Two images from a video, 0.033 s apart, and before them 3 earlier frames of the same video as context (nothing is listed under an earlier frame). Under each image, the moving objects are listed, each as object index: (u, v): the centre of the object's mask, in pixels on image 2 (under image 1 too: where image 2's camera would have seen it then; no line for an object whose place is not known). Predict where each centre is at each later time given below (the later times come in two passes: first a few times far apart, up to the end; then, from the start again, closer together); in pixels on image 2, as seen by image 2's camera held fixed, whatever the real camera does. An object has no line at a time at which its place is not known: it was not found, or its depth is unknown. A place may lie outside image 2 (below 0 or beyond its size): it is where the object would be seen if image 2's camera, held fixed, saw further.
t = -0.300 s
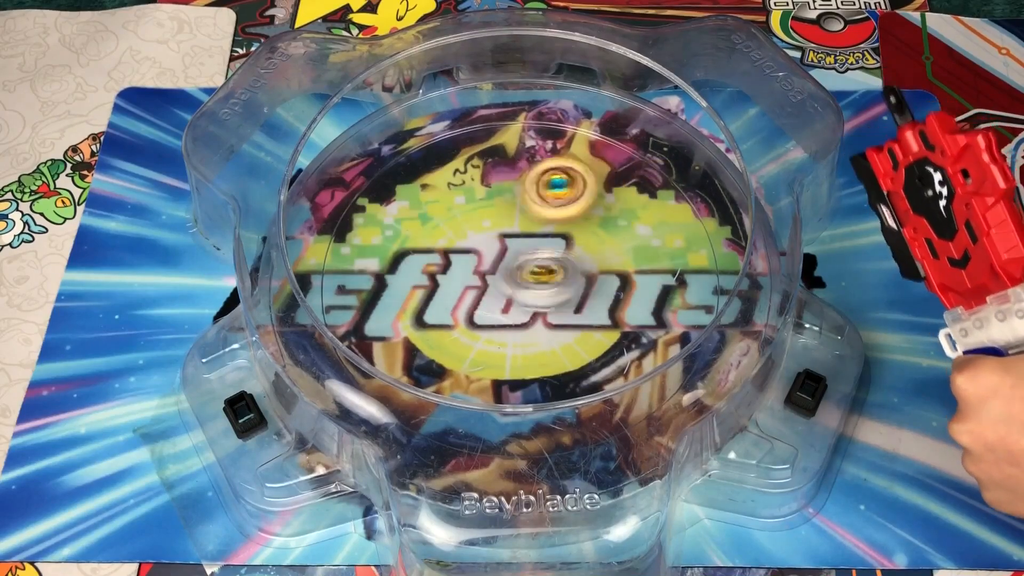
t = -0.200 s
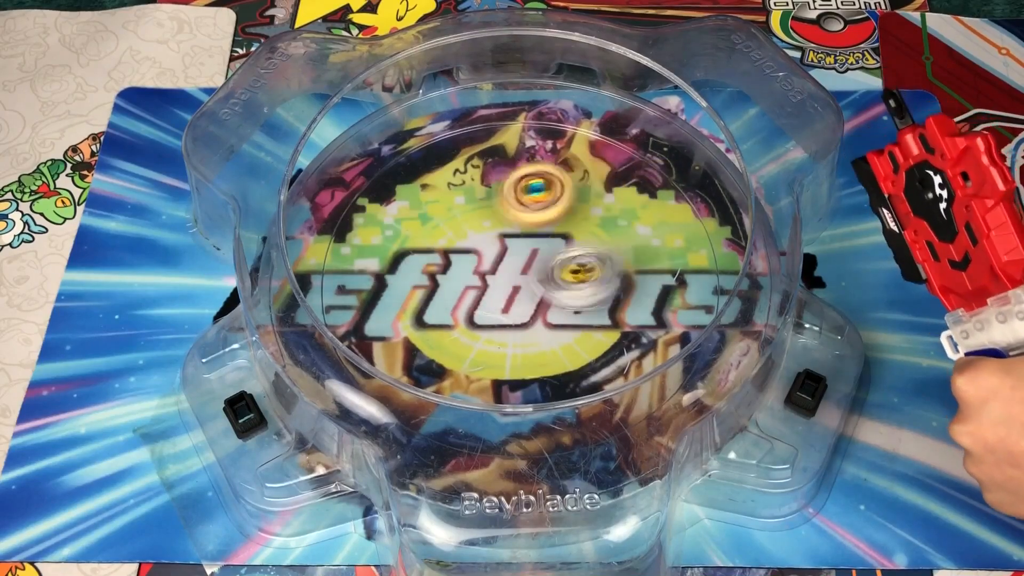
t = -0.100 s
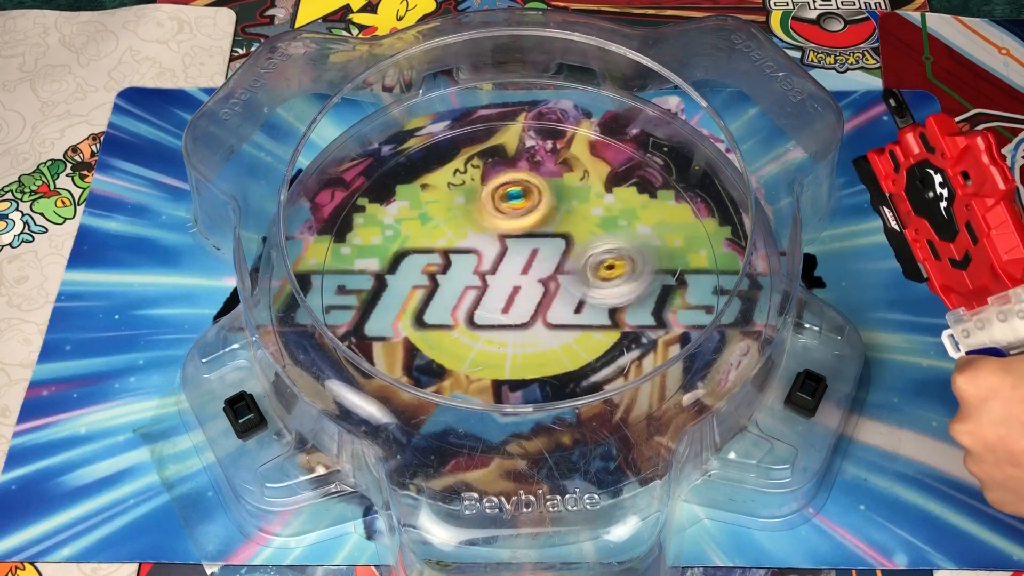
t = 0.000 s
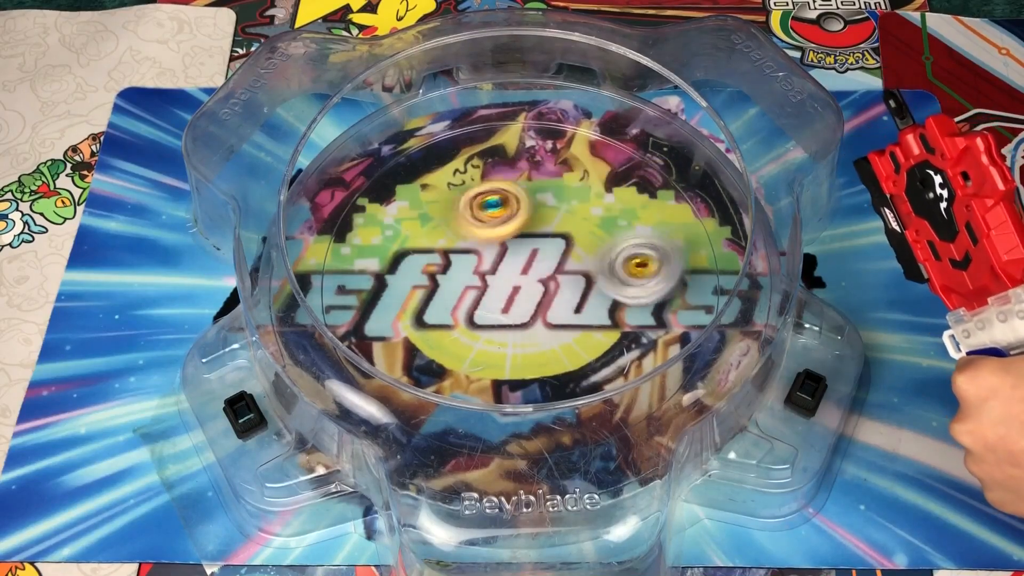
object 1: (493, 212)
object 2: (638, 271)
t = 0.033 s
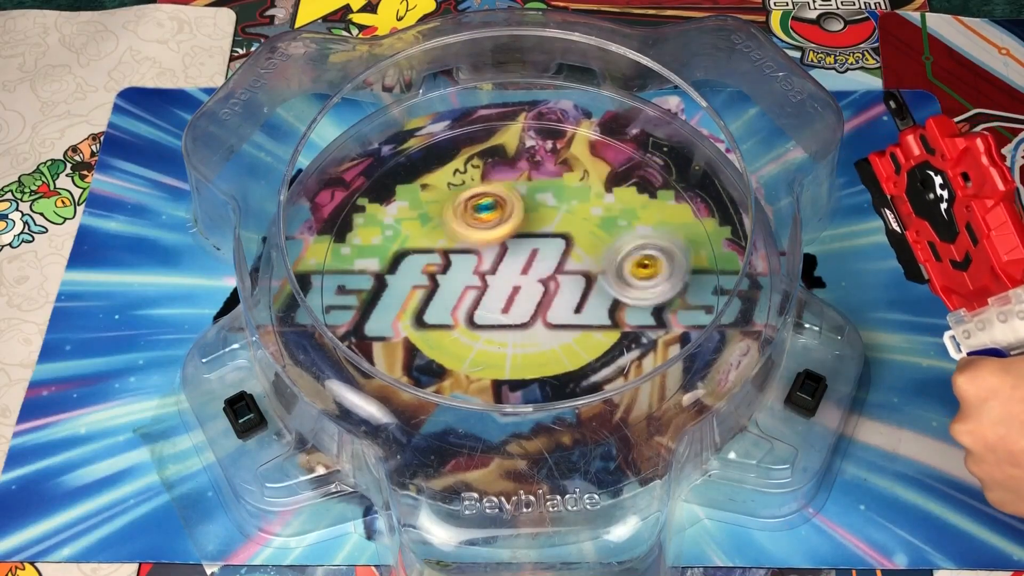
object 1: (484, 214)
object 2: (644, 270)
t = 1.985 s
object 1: (557, 306)
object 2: (532, 211)
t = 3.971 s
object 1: (505, 237)
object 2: (552, 301)
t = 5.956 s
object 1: (511, 269)
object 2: (552, 308)
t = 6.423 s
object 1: (501, 258)
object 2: (549, 311)
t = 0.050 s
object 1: (480, 217)
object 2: (646, 271)
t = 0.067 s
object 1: (479, 217)
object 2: (646, 271)
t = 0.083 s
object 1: (474, 220)
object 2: (645, 273)
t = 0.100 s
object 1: (473, 221)
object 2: (645, 274)
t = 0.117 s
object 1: (467, 223)
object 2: (642, 276)
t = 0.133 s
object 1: (466, 223)
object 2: (640, 276)
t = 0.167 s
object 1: (460, 227)
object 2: (633, 277)
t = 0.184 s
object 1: (456, 229)
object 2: (622, 281)
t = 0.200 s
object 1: (454, 231)
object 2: (621, 278)
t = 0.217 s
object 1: (450, 232)
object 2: (615, 277)
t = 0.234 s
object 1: (449, 234)
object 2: (608, 279)
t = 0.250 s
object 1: (445, 236)
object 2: (600, 279)
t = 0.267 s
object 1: (443, 237)
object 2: (596, 278)
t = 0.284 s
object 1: (440, 240)
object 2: (587, 276)
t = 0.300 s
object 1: (439, 241)
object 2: (584, 276)
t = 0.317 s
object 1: (435, 243)
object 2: (576, 275)
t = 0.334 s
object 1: (435, 245)
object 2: (572, 274)
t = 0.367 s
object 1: (431, 249)
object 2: (560, 272)
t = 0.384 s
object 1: (429, 252)
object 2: (553, 271)
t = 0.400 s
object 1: (429, 254)
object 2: (551, 270)
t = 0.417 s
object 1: (428, 256)
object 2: (541, 268)
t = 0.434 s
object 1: (428, 258)
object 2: (537, 267)
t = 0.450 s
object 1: (428, 262)
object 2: (530, 268)
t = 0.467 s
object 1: (428, 263)
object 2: (523, 266)
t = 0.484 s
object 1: (429, 266)
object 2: (514, 265)
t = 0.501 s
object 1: (428, 267)
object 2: (512, 263)
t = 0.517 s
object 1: (427, 271)
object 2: (507, 259)
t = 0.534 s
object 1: (425, 272)
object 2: (505, 257)
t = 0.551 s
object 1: (418, 276)
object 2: (505, 255)
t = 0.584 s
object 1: (415, 279)
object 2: (504, 253)
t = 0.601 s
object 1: (415, 281)
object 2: (502, 251)
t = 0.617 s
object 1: (415, 282)
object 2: (501, 248)
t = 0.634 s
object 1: (415, 284)
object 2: (500, 248)
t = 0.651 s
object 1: (414, 287)
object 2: (500, 246)
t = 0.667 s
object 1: (415, 290)
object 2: (499, 245)
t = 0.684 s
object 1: (414, 292)
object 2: (497, 242)
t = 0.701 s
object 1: (415, 295)
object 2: (497, 241)
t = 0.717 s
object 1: (417, 297)
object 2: (497, 241)
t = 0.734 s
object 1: (418, 298)
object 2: (497, 240)
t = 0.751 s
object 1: (419, 299)
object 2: (497, 240)
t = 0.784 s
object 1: (423, 302)
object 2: (497, 238)
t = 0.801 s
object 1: (426, 304)
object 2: (497, 238)
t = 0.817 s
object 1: (430, 305)
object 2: (497, 238)
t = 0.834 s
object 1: (431, 306)
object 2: (498, 238)
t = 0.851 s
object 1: (436, 307)
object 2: (499, 237)
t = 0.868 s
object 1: (438, 309)
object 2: (499, 237)
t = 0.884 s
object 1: (442, 310)
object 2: (499, 238)
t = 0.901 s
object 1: (443, 311)
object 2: (500, 238)
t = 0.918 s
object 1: (450, 311)
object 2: (501, 240)
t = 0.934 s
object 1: (452, 312)
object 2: (502, 241)
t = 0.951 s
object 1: (457, 313)
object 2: (503, 243)
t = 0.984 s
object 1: (466, 315)
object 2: (504, 247)
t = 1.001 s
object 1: (469, 315)
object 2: (504, 248)
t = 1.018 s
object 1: (473, 315)
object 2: (505, 249)
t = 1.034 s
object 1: (476, 316)
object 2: (506, 250)
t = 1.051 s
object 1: (479, 319)
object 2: (507, 251)
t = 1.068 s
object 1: (482, 321)
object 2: (509, 251)
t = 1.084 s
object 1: (484, 325)
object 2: (511, 251)
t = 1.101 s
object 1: (486, 327)
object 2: (513, 251)
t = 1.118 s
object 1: (492, 333)
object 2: (516, 251)
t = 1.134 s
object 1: (493, 335)
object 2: (517, 251)
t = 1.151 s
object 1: (497, 340)
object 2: (519, 251)
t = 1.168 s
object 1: (500, 341)
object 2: (520, 252)
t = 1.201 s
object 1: (505, 345)
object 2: (525, 253)
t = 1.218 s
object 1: (506, 346)
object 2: (526, 253)
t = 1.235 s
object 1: (509, 348)
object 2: (526, 254)
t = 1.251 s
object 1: (512, 350)
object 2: (528, 256)
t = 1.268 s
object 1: (514, 350)
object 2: (528, 256)
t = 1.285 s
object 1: (517, 352)
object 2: (529, 257)
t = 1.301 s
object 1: (519, 353)
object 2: (530, 259)
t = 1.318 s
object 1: (521, 354)
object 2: (529, 260)
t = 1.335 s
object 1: (523, 355)
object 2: (530, 262)
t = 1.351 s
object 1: (526, 355)
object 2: (531, 263)
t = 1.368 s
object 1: (528, 355)
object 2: (531, 264)
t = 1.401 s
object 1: (532, 355)
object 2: (531, 266)
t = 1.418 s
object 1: (534, 354)
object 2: (531, 269)
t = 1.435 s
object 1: (535, 353)
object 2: (531, 271)
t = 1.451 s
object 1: (537, 351)
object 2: (531, 273)
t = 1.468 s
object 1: (538, 350)
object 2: (530, 274)
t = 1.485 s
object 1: (540, 348)
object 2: (530, 277)
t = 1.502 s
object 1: (541, 347)
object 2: (530, 277)
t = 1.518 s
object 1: (541, 346)
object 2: (528, 277)
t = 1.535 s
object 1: (541, 346)
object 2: (527, 276)
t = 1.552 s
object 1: (541, 346)
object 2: (528, 272)
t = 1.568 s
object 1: (542, 345)
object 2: (527, 269)
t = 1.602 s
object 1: (545, 341)
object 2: (526, 264)
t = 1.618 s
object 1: (546, 339)
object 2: (527, 259)
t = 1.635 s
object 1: (547, 338)
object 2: (527, 256)
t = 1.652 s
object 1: (547, 335)
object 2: (526, 253)
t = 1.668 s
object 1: (548, 333)
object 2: (526, 251)
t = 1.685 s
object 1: (548, 331)
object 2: (529, 248)
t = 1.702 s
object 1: (548, 329)
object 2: (530, 246)
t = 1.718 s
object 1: (549, 326)
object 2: (529, 244)
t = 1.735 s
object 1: (550, 324)
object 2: (531, 242)
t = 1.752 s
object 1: (550, 322)
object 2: (531, 240)
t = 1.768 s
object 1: (550, 319)
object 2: (532, 239)
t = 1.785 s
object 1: (551, 316)
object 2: (532, 238)
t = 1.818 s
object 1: (552, 312)
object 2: (534, 237)
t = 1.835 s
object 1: (552, 309)
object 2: (534, 236)
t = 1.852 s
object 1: (554, 306)
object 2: (534, 236)
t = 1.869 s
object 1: (553, 307)
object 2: (533, 235)
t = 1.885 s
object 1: (553, 309)
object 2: (533, 230)
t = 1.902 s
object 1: (553, 310)
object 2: (532, 227)
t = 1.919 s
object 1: (553, 311)
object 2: (532, 223)
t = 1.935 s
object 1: (553, 310)
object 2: (532, 221)
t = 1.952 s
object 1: (553, 309)
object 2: (532, 217)
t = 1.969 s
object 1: (554, 307)
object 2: (532, 214)
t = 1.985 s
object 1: (557, 306)
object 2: (532, 211)
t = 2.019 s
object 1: (560, 304)
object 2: (532, 206)
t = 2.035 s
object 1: (561, 304)
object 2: (533, 204)
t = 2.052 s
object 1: (563, 303)
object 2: (532, 201)
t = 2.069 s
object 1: (563, 303)
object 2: (533, 201)
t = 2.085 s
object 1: (563, 301)
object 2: (533, 199)
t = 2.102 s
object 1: (565, 300)
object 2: (533, 199)
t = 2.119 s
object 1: (565, 299)
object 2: (533, 199)
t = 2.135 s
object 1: (565, 298)
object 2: (533, 200)
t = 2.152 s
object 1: (565, 297)
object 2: (532, 201)
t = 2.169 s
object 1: (566, 295)
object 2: (531, 201)
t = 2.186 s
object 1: (566, 294)
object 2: (532, 203)
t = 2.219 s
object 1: (566, 291)
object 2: (529, 207)
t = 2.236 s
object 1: (566, 290)
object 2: (529, 208)
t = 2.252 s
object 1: (567, 288)
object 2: (527, 213)
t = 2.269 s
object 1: (567, 286)
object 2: (524, 213)
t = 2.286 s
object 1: (566, 283)
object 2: (522, 219)
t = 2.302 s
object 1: (566, 283)
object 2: (521, 220)
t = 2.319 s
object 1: (566, 283)
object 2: (519, 223)
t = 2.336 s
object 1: (565, 282)
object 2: (517, 223)
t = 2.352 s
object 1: (565, 282)
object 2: (509, 224)
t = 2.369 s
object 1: (565, 281)
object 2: (507, 225)
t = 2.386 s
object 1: (564, 281)
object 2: (503, 226)
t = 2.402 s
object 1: (564, 281)
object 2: (502, 229)
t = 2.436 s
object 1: (564, 279)
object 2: (494, 232)
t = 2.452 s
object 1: (564, 279)
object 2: (489, 234)
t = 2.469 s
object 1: (564, 278)
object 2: (487, 235)
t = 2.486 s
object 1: (564, 277)
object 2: (483, 237)
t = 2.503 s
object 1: (563, 277)
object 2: (485, 238)
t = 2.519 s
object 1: (562, 276)
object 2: (476, 240)
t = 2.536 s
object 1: (562, 276)
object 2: (473, 240)
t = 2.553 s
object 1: (561, 274)
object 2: (469, 243)
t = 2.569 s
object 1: (560, 273)
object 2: (468, 244)
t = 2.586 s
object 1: (559, 273)
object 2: (464, 245)
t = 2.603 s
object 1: (558, 271)
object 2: (461, 247)
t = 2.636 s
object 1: (556, 269)
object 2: (458, 252)
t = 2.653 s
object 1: (554, 267)
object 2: (454, 254)
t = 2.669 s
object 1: (553, 266)
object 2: (452, 256)
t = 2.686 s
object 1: (551, 264)
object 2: (449, 260)
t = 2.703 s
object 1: (550, 263)
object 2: (448, 261)
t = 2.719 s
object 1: (548, 262)
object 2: (446, 263)
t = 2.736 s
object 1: (547, 260)
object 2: (444, 265)
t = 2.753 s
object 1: (546, 259)
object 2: (442, 267)
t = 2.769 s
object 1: (544, 257)
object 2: (441, 269)
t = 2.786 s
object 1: (542, 256)
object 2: (440, 272)
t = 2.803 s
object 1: (541, 254)
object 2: (440, 272)
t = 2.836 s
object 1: (538, 251)
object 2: (439, 276)
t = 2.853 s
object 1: (537, 250)
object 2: (440, 278)
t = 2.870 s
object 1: (536, 248)
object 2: (441, 279)
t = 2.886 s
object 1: (535, 247)
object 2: (441, 280)
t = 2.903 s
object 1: (533, 246)
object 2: (444, 282)
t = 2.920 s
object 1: (532, 244)
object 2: (446, 282)
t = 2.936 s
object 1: (532, 243)
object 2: (447, 284)
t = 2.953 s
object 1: (531, 241)
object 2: (449, 286)
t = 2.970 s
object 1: (531, 240)
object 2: (449, 287)
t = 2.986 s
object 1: (532, 237)
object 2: (451, 291)
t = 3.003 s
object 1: (533, 236)
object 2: (450, 294)
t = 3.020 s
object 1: (534, 235)
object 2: (451, 297)
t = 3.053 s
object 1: (534, 234)
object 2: (451, 303)
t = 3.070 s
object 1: (534, 233)
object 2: (452, 305)
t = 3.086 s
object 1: (534, 231)
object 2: (453, 307)
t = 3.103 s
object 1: (534, 230)
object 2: (454, 310)
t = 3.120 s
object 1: (535, 229)
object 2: (454, 311)
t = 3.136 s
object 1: (536, 228)
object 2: (455, 311)
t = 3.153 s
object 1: (537, 227)
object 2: (456, 313)
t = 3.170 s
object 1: (538, 227)
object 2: (457, 313)
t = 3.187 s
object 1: (538, 229)
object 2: (460, 314)
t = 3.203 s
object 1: (538, 229)
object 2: (461, 316)
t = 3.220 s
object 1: (537, 229)
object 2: (463, 317)
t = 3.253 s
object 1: (538, 231)
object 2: (474, 316)
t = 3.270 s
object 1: (538, 231)
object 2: (474, 316)
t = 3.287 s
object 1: (538, 232)
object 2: (477, 316)
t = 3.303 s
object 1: (538, 233)
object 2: (479, 317)
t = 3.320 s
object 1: (538, 235)
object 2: (482, 316)
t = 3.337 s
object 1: (538, 236)
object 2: (485, 315)
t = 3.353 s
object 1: (537, 238)
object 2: (490, 314)
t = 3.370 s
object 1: (537, 240)
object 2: (496, 313)
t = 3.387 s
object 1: (536, 241)
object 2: (496, 312)
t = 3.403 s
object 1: (536, 240)
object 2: (501, 313)
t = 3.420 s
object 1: (537, 237)
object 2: (503, 319)
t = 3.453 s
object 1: (538, 232)
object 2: (514, 321)
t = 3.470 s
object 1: (539, 230)
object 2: (515, 322)
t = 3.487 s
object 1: (539, 229)
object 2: (512, 325)
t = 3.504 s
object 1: (539, 229)
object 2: (515, 325)
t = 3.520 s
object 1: (538, 228)
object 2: (514, 328)
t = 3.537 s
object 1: (536, 228)
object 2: (518, 331)
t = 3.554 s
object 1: (534, 227)
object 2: (526, 331)
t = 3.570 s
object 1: (534, 226)
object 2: (529, 332)
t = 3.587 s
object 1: (534, 225)
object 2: (529, 334)
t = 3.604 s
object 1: (533, 226)
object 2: (535, 333)
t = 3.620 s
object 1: (532, 226)
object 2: (538, 334)
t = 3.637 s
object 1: (532, 226)
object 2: (536, 336)
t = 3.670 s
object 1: (529, 227)
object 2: (545, 334)
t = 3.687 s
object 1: (528, 228)
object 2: (544, 334)
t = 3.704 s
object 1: (528, 228)
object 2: (545, 334)
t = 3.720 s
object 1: (527, 228)
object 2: (547, 332)
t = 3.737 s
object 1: (526, 229)
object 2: (548, 332)
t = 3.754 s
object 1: (524, 230)
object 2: (550, 331)
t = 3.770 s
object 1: (523, 230)
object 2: (551, 328)
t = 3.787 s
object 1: (522, 231)
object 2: (552, 325)
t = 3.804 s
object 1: (521, 231)
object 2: (552, 324)
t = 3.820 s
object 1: (518, 233)
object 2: (553, 322)
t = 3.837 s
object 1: (517, 234)
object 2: (553, 321)
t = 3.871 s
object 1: (514, 237)
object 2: (554, 317)
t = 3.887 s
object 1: (512, 239)
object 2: (554, 314)
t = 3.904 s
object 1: (511, 239)
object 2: (555, 313)
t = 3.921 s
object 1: (509, 241)
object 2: (553, 307)
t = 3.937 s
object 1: (508, 240)
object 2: (553, 305)
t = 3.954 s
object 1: (506, 239)
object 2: (553, 304)
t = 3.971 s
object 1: (505, 237)
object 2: (552, 301)
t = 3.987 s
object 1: (504, 237)
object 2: (551, 298)
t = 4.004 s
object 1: (503, 235)
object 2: (551, 298)
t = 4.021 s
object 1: (502, 234)
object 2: (551, 295)
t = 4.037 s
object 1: (500, 231)
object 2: (551, 294)
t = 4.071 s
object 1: (497, 227)
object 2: (555, 292)
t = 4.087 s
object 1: (495, 225)
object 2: (556, 290)
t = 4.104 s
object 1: (495, 224)
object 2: (557, 291)
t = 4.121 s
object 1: (495, 222)
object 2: (557, 292)
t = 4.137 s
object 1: (496, 221)
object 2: (559, 292)
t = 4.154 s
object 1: (496, 221)
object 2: (560, 292)
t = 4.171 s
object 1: (496, 221)
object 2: (561, 292)
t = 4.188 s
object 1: (496, 221)
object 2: (562, 292)
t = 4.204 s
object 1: (496, 221)
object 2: (562, 292)
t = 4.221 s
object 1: (496, 221)
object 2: (563, 291)
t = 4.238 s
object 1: (496, 221)
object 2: (563, 291)
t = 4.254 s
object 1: (497, 221)
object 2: (564, 291)
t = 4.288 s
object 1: (499, 221)
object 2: (563, 289)
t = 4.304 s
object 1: (500, 222)
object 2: (562, 289)
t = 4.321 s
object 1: (501, 222)
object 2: (560, 288)
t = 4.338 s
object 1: (501, 223)
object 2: (560, 286)
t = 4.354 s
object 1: (502, 225)
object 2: (559, 283)
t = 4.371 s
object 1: (502, 226)
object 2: (557, 282)
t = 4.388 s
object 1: (501, 227)
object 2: (555, 282)
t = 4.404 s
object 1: (501, 227)
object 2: (556, 281)
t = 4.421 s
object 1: (501, 228)
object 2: (556, 280)
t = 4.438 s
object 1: (501, 228)
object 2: (557, 280)
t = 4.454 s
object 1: (501, 228)
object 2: (557, 280)
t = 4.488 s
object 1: (496, 226)
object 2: (558, 284)
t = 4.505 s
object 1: (496, 226)
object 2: (558, 287)
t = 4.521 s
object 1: (494, 226)
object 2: (559, 290)
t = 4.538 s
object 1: (493, 226)
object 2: (561, 293)
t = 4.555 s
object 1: (492, 226)
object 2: (559, 294)
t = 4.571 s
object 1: (491, 227)
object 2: (558, 295)
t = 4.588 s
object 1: (490, 228)
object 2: (555, 296)
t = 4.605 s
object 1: (488, 227)
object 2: (554, 297)
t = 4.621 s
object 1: (487, 228)
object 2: (550, 299)
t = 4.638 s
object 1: (485, 227)
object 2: (549, 298)
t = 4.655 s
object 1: (484, 227)
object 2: (547, 299)
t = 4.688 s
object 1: (479, 228)
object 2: (540, 297)
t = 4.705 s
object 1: (478, 228)
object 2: (539, 297)
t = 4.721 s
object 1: (477, 227)
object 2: (536, 298)
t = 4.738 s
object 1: (477, 227)
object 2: (534, 297)
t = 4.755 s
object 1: (476, 227)
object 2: (530, 296)
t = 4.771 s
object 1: (476, 227)
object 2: (526, 292)
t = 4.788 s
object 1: (475, 227)
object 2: (523, 290)
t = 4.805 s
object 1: (475, 227)
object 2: (524, 291)
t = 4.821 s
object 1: (472, 226)
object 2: (522, 288)
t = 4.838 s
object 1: (470, 220)
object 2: (527, 294)
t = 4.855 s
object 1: (469, 215)
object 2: (531, 296)
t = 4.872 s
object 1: (466, 209)
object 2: (532, 295)
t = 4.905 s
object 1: (465, 206)
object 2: (535, 296)
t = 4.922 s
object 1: (464, 203)
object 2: (538, 296)
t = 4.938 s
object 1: (466, 203)
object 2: (537, 296)
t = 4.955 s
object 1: (469, 202)
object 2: (536, 295)
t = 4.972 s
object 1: (470, 205)
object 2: (535, 296)
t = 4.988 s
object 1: (472, 207)
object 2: (538, 294)
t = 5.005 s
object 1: (472, 210)
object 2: (535, 295)
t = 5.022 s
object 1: (473, 213)
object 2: (534, 295)
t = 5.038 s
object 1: (474, 216)
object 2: (533, 295)
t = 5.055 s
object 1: (475, 218)
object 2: (532, 296)
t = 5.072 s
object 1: (476, 221)
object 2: (529, 300)
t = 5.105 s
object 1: (478, 226)
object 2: (527, 303)
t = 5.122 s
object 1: (480, 229)
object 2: (525, 305)
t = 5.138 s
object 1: (480, 233)
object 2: (524, 306)
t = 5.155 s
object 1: (484, 237)
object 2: (525, 308)
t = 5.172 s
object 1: (486, 239)
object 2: (525, 308)
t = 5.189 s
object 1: (489, 242)
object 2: (527, 308)
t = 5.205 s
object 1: (490, 244)
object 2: (527, 308)
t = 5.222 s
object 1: (493, 249)
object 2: (529, 311)
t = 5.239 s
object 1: (495, 250)
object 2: (531, 312)
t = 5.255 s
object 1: (496, 253)
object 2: (533, 311)
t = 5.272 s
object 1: (497, 254)
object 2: (536, 312)
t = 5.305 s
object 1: (496, 255)
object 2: (540, 307)
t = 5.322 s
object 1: (497, 255)
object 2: (542, 307)
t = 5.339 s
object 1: (495, 254)
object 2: (543, 310)
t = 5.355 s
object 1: (495, 254)
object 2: (544, 312)
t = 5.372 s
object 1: (494, 252)
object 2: (545, 314)
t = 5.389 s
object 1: (493, 252)
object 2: (546, 316)
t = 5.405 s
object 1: (493, 251)
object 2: (545, 317)
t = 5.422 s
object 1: (494, 251)
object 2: (547, 318)
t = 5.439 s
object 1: (494, 249)
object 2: (546, 319)
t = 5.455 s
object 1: (494, 249)
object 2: (546, 320)
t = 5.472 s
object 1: (495, 248)
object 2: (545, 322)
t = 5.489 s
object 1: (496, 249)
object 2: (545, 323)
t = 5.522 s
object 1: (499, 251)
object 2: (545, 324)
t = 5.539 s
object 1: (501, 251)
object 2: (545, 324)
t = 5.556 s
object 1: (501, 251)
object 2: (544, 323)
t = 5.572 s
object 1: (502, 253)
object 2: (544, 324)
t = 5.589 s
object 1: (503, 254)
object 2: (544, 324)
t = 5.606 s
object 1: (503, 255)
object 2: (544, 323)
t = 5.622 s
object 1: (504, 256)
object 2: (542, 323)
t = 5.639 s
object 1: (505, 257)
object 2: (542, 322)
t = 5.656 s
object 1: (506, 258)
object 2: (543, 323)
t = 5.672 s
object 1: (507, 259)
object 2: (542, 322)
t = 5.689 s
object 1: (508, 260)
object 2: (542, 321)
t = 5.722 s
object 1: (511, 260)
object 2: (541, 321)
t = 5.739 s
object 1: (511, 260)
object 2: (539, 321)
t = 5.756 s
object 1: (513, 261)
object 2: (541, 319)
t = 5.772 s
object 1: (512, 262)
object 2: (542, 318)
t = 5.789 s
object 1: (513, 264)
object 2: (542, 316)
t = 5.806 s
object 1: (514, 264)
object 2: (543, 315)
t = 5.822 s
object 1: (514, 264)
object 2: (543, 314)
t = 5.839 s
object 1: (514, 264)
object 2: (544, 313)
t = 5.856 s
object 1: (515, 265)
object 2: (545, 313)
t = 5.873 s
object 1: (513, 265)
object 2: (547, 312)
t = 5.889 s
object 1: (513, 267)
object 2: (548, 311)
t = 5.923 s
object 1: (512, 269)
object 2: (550, 310)
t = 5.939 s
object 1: (511, 269)
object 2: (550, 309)
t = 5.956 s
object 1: (511, 269)
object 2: (552, 308)
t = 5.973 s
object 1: (511, 270)
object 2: (552, 307)
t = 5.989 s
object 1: (511, 271)
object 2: (553, 307)
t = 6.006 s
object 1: (509, 270)
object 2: (554, 307)
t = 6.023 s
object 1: (508, 271)
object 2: (554, 307)
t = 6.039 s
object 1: (506, 270)
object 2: (555, 307)
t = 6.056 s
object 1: (505, 270)
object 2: (555, 306)
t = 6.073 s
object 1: (504, 269)
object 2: (556, 307)
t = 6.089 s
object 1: (503, 269)
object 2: (556, 307)
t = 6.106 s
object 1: (502, 268)
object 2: (556, 307)
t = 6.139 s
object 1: (500, 267)
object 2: (557, 307)
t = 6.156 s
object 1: (500, 267)
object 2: (557, 307)
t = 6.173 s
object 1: (499, 266)
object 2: (557, 307)
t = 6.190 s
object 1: (500, 266)
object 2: (557, 307)
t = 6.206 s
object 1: (500, 265)
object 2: (555, 307)
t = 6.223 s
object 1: (500, 265)
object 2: (555, 307)
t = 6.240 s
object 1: (501, 263)
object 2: (555, 308)
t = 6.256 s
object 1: (501, 262)
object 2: (555, 308)
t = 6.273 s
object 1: (502, 261)
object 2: (554, 309)
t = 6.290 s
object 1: (502, 259)
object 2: (553, 309)
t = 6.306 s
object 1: (502, 259)
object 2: (552, 309)
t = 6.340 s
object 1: (501, 258)
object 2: (551, 309)
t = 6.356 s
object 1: (501, 258)
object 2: (551, 310)
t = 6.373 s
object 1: (502, 258)
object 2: (550, 310)
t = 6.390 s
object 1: (501, 258)
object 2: (550, 310)
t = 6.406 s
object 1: (501, 258)
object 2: (549, 310)
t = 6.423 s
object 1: (501, 258)
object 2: (549, 311)
